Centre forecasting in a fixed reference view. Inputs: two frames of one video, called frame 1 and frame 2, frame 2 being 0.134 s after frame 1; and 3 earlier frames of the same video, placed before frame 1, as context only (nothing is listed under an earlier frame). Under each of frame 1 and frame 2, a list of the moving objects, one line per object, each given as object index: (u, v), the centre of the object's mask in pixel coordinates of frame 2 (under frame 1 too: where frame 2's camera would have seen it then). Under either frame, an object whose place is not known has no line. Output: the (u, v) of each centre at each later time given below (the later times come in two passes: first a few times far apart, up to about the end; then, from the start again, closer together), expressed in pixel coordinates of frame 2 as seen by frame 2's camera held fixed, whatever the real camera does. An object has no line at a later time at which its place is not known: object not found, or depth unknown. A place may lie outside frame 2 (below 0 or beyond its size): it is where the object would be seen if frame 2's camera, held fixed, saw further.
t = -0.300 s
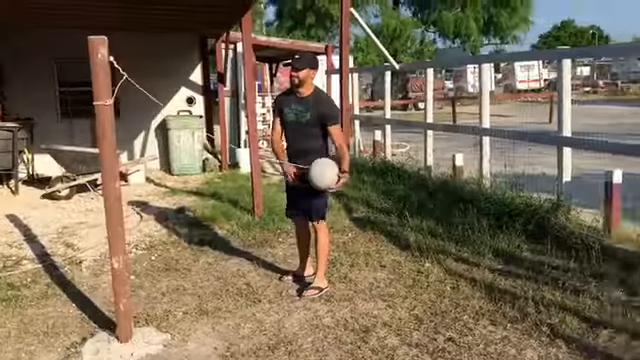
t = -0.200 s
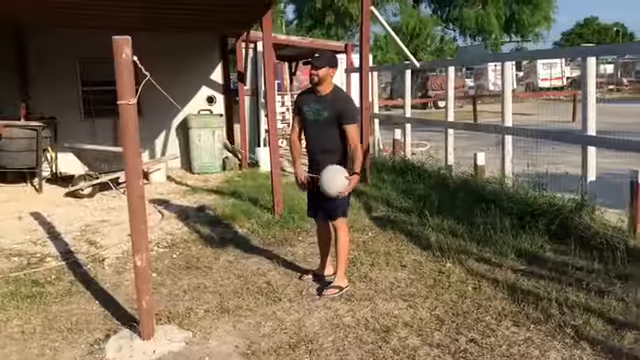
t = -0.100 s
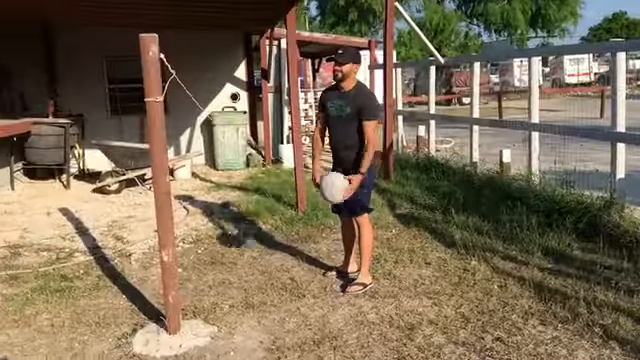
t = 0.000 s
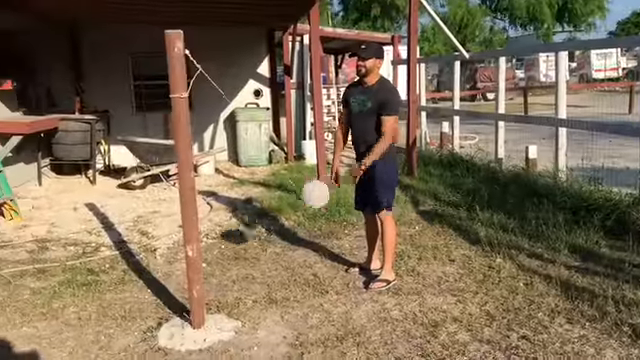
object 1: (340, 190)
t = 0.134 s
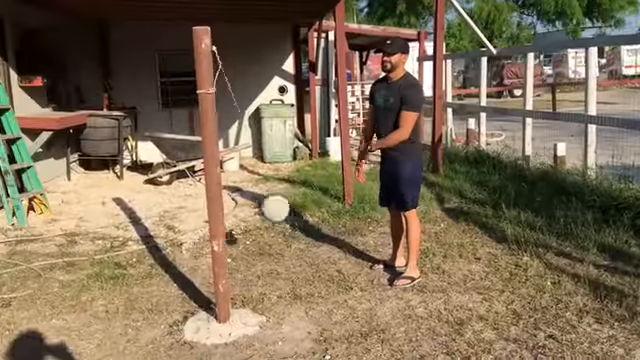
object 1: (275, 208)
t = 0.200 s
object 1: (239, 206)
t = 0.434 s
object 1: (94, 207)
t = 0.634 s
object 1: (19, 191)
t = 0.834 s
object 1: (-8, 196)
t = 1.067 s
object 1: (118, 228)
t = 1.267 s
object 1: (263, 248)
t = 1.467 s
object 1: (333, 230)
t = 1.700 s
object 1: (295, 185)
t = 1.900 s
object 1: (223, 165)
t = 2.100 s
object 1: (150, 173)
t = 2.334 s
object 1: (111, 217)
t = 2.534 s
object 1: (179, 235)
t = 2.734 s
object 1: (281, 199)
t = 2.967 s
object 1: (296, 172)
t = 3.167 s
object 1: (236, 188)
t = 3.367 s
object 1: (171, 200)
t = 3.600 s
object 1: (223, 180)
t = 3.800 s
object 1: (216, 195)
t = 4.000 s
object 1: (186, 210)
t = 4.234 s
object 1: (226, 189)
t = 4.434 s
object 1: (260, 194)
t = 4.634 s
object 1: (276, 222)
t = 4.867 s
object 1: (211, 246)
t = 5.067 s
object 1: (135, 235)
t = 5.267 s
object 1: (109, 228)
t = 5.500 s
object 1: (148, 227)
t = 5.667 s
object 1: (198, 227)
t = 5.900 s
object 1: (283, 222)
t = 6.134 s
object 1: (329, 228)
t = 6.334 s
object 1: (322, 245)
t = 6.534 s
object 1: (260, 273)
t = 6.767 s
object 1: (150, 293)
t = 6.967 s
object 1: (87, 283)
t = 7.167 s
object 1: (83, 259)
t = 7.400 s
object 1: (127, 235)
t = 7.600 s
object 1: (185, 230)
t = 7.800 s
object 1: (248, 236)
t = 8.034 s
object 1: (313, 253)
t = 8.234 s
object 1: (347, 268)
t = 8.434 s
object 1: (343, 282)
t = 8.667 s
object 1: (283, 298)
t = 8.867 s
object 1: (202, 311)
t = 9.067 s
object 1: (133, 313)
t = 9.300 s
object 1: (107, 295)
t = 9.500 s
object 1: (129, 267)
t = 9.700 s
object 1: (171, 244)
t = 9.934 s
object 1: (229, 233)
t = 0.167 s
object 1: (257, 207)
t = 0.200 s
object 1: (239, 206)
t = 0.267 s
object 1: (195, 201)
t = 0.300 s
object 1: (177, 204)
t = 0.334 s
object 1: (156, 206)
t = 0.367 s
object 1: (134, 209)
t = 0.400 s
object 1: (116, 210)
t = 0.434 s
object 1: (94, 207)
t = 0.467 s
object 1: (85, 206)
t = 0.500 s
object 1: (66, 203)
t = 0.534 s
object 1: (57, 199)
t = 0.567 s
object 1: (43, 194)
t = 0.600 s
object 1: (30, 192)
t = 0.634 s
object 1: (19, 191)
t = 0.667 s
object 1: (10, 191)
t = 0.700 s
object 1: (-2, 192)
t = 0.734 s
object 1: (-11, 195)
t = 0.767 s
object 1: (-16, 197)
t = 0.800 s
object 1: (-17, 198)
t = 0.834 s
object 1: (-8, 196)
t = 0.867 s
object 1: (5, 196)
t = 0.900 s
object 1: (17, 197)
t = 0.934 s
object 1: (34, 199)
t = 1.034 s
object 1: (93, 220)
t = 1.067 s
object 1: (118, 228)
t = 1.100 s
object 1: (141, 239)
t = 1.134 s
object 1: (167, 247)
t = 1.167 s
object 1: (192, 249)
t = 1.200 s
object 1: (217, 248)
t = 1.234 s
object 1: (241, 249)
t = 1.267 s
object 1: (263, 248)
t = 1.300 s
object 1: (284, 248)
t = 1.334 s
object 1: (302, 249)
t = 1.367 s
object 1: (317, 250)
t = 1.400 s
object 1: (328, 246)
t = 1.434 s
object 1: (332, 238)
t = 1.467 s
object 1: (333, 230)
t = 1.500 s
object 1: (332, 221)
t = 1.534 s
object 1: (330, 215)
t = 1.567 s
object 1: (328, 209)
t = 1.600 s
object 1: (323, 204)
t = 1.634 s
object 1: (317, 199)
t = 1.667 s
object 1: (307, 191)
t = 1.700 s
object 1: (295, 185)
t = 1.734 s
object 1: (284, 179)
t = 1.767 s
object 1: (271, 173)
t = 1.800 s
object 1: (260, 169)
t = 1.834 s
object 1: (248, 167)
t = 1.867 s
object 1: (235, 166)
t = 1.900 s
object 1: (223, 165)
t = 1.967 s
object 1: (194, 163)
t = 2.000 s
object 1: (186, 163)
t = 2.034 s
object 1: (173, 165)
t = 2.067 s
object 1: (162, 169)
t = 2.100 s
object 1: (150, 173)
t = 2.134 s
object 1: (138, 179)
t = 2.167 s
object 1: (127, 185)
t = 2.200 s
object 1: (120, 193)
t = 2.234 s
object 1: (114, 199)
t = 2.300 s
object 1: (110, 212)
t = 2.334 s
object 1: (111, 217)
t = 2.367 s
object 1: (114, 226)
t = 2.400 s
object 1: (119, 232)
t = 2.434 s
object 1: (129, 238)
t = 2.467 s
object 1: (143, 238)
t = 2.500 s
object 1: (159, 237)
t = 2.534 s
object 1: (179, 235)
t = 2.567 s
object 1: (198, 233)
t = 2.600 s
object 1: (219, 231)
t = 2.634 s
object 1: (237, 226)
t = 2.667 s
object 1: (256, 216)
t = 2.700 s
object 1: (270, 207)
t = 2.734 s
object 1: (281, 199)
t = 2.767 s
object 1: (291, 192)
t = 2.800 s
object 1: (299, 186)
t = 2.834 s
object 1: (306, 181)
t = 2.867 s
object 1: (308, 177)
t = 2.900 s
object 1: (307, 174)
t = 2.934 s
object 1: (302, 172)
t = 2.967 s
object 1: (296, 172)
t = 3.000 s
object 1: (288, 172)
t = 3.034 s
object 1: (280, 174)
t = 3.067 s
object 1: (271, 178)
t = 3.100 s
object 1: (261, 181)
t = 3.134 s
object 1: (248, 185)
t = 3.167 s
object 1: (236, 188)
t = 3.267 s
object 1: (191, 202)
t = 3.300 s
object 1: (180, 202)
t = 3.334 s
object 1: (176, 201)
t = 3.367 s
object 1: (171, 200)
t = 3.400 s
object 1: (170, 197)
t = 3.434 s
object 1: (172, 194)
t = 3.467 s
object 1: (180, 189)
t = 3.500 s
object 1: (192, 185)
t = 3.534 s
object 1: (203, 182)
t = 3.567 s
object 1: (214, 180)
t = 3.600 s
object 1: (223, 180)
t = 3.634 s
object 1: (229, 179)
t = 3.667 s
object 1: (232, 179)
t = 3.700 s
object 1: (230, 181)
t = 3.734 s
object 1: (226, 185)
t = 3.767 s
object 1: (222, 189)
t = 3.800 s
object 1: (216, 195)
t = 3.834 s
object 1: (207, 201)
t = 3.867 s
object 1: (202, 205)
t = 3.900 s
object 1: (194, 208)
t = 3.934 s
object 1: (190, 208)
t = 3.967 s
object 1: (188, 210)
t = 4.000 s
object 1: (186, 210)
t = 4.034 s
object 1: (183, 211)
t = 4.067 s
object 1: (184, 209)
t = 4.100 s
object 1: (189, 204)
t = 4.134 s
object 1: (192, 201)
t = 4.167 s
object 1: (195, 197)
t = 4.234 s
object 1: (226, 189)
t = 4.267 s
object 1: (230, 189)
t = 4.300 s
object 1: (234, 189)
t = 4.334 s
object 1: (239, 188)
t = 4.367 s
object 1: (246, 190)
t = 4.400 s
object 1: (254, 192)
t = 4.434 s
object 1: (260, 194)
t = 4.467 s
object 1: (266, 198)
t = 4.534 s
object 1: (274, 206)
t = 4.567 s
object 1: (277, 211)
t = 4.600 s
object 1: (278, 217)
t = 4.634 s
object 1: (276, 222)
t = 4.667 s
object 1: (273, 227)
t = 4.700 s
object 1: (267, 233)
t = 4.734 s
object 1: (260, 237)
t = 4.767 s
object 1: (250, 241)
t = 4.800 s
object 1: (238, 243)
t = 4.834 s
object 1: (225, 245)
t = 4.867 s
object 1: (211, 246)
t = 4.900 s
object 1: (197, 244)
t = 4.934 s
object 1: (184, 243)
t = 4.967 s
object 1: (169, 243)
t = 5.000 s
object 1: (158, 239)
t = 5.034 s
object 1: (145, 238)
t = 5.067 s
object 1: (135, 235)
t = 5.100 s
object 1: (126, 233)
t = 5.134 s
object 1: (119, 231)
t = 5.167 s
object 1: (115, 231)
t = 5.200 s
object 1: (112, 230)
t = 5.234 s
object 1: (110, 229)
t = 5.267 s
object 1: (109, 228)
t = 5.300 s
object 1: (110, 228)
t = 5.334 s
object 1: (112, 225)
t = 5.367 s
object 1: (116, 225)
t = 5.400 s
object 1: (123, 226)
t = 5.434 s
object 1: (131, 226)
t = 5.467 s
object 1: (140, 227)
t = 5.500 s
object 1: (148, 227)
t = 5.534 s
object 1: (159, 228)
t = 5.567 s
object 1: (170, 227)
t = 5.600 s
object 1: (183, 227)
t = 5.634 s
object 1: (192, 226)
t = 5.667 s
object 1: (198, 227)
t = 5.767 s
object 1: (240, 224)
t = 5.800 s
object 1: (252, 224)
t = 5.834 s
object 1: (263, 223)
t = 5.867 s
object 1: (273, 223)
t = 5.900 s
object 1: (283, 222)
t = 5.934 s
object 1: (292, 222)
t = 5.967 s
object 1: (301, 223)
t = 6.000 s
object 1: (309, 224)
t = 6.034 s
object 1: (316, 224)
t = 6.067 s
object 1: (321, 225)
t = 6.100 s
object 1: (325, 226)
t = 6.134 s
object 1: (329, 228)
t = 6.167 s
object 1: (331, 230)
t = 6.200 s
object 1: (333, 232)
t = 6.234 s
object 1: (331, 234)
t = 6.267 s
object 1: (329, 237)
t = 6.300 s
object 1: (326, 241)
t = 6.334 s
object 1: (322, 245)
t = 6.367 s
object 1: (316, 250)
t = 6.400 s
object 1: (309, 255)
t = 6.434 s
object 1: (297, 259)
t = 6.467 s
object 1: (285, 263)
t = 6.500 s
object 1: (273, 269)
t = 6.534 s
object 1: (260, 273)
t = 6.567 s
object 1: (248, 279)
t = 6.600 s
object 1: (232, 283)
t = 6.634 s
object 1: (216, 286)
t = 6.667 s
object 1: (200, 289)
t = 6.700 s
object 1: (182, 289)
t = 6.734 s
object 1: (165, 291)
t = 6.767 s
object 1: (150, 293)
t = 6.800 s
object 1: (136, 292)
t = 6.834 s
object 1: (123, 292)
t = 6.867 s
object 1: (112, 291)
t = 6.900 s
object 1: (102, 289)
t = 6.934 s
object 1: (94, 286)
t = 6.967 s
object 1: (87, 283)
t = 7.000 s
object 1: (83, 279)
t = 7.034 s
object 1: (80, 275)
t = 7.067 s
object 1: (79, 272)
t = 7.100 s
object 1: (79, 267)
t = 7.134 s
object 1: (80, 263)
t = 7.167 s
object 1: (83, 259)
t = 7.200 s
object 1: (87, 255)
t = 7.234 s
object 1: (92, 252)
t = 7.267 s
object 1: (98, 248)
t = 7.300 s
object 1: (105, 245)
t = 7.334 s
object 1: (112, 242)
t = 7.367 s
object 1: (119, 238)
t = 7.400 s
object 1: (127, 235)
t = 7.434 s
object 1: (138, 234)
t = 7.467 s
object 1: (147, 232)
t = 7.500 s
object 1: (156, 231)
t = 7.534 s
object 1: (165, 230)
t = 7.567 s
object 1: (176, 230)
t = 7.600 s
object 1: (185, 230)
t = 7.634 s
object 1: (192, 230)
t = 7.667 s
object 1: (195, 228)
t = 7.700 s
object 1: (224, 230)
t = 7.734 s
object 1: (230, 233)
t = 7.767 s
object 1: (238, 234)
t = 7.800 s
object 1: (248, 236)
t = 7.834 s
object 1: (259, 239)
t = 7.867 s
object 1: (269, 240)
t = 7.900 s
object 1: (278, 242)
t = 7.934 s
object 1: (288, 245)
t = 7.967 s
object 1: (297, 247)
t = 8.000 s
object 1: (305, 250)
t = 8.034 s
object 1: (313, 253)
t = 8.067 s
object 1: (321, 256)
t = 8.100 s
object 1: (328, 258)
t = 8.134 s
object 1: (334, 261)
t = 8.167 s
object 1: (339, 263)
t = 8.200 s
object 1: (344, 266)
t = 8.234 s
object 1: (347, 268)
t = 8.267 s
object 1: (349, 270)
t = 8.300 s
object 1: (351, 273)
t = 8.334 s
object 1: (351, 275)
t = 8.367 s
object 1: (350, 277)
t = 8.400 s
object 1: (347, 279)
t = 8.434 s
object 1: (343, 282)
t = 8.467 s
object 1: (339, 284)
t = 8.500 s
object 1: (332, 286)
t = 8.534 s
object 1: (324, 289)
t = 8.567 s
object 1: (315, 291)
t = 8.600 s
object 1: (306, 294)
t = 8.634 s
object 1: (296, 296)
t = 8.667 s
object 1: (283, 298)
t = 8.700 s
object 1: (271, 301)
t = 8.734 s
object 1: (257, 303)
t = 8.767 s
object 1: (245, 306)
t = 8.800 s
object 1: (230, 307)
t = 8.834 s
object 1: (216, 309)
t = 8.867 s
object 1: (202, 311)
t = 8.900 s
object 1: (188, 312)
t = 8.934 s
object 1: (175, 313)
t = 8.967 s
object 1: (164, 314)
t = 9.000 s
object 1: (152, 315)
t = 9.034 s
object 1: (142, 314)
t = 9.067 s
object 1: (133, 313)
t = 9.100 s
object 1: (125, 312)
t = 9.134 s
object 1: (119, 310)
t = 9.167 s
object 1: (114, 308)
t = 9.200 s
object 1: (110, 305)
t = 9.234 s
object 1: (108, 302)
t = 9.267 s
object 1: (107, 298)
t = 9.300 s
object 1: (107, 295)
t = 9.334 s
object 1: (108, 290)
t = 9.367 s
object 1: (110, 286)
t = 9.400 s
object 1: (114, 281)
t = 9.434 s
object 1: (119, 276)
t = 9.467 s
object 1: (123, 271)
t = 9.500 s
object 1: (129, 267)
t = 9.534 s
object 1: (136, 262)
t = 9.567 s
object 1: (143, 258)
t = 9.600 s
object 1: (150, 253)
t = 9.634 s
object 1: (157, 250)
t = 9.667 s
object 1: (164, 246)
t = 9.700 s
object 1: (171, 244)
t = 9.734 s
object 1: (181, 241)
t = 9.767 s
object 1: (187, 237)
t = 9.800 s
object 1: (193, 236)
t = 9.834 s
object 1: (197, 236)
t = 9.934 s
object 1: (229, 233)
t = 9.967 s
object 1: (233, 234)
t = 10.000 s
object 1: (240, 236)
